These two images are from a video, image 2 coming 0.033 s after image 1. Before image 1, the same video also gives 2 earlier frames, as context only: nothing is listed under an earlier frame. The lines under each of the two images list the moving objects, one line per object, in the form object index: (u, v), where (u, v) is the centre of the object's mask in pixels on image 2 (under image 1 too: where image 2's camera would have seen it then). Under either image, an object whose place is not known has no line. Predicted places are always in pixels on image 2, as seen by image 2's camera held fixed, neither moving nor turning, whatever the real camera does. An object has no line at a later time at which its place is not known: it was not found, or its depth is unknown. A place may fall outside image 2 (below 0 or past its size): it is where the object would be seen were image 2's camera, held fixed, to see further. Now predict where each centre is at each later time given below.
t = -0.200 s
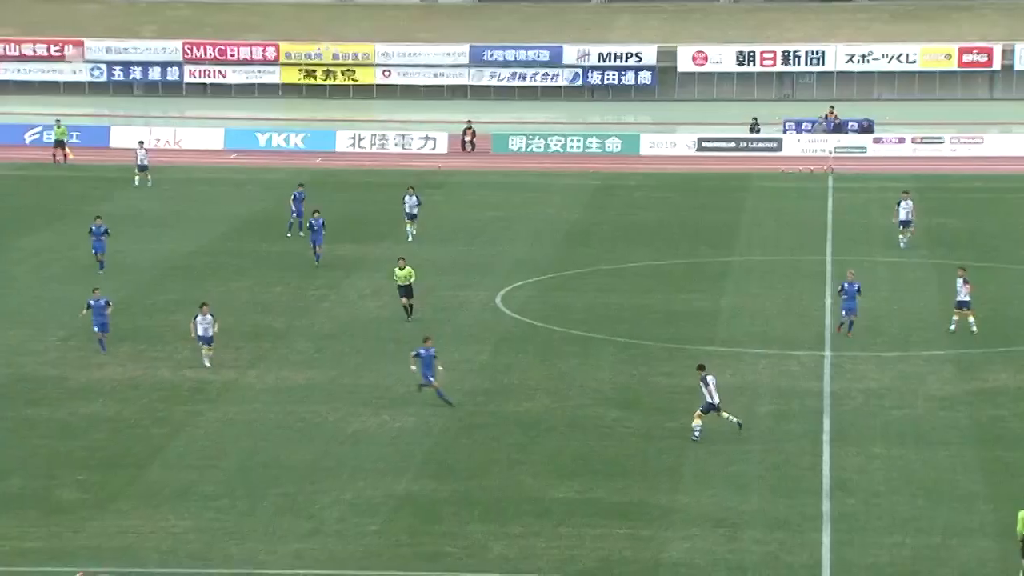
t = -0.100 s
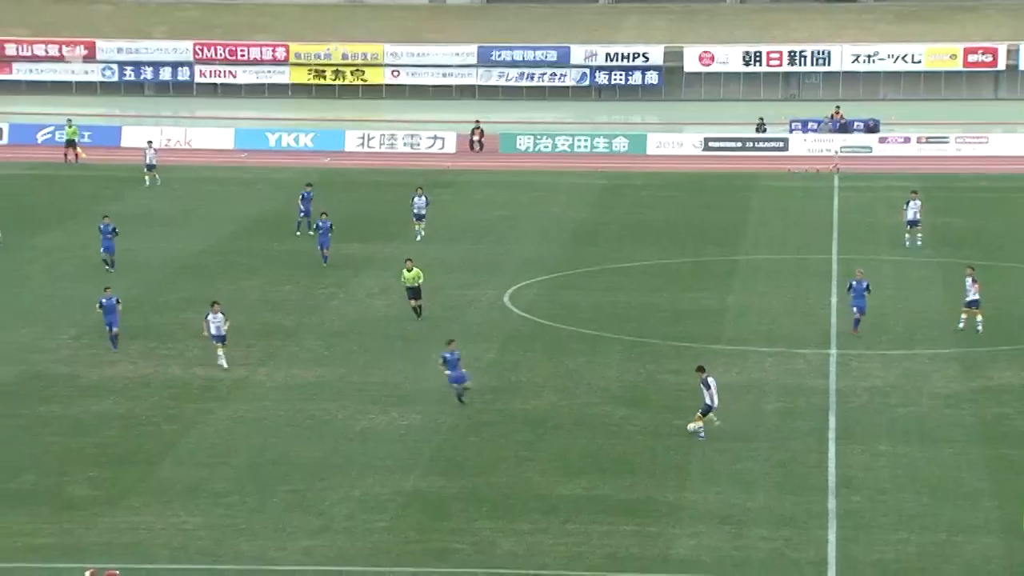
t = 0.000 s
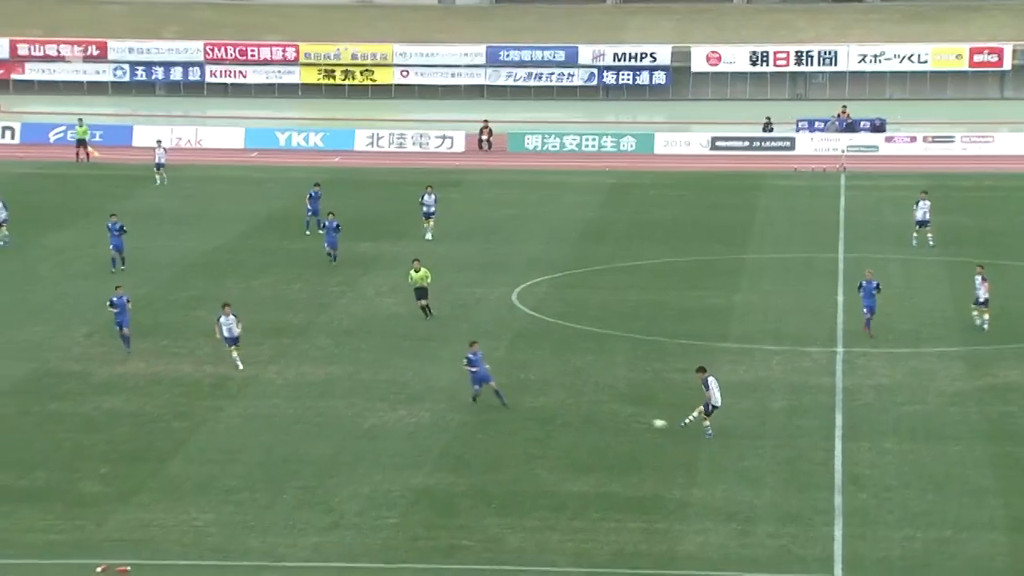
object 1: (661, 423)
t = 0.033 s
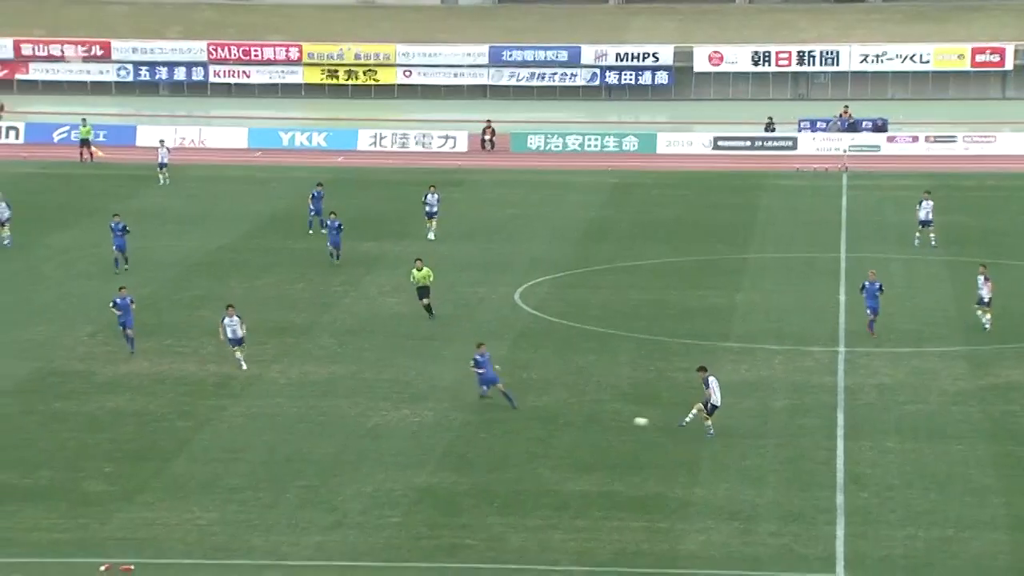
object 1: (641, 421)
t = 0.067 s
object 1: (619, 421)
